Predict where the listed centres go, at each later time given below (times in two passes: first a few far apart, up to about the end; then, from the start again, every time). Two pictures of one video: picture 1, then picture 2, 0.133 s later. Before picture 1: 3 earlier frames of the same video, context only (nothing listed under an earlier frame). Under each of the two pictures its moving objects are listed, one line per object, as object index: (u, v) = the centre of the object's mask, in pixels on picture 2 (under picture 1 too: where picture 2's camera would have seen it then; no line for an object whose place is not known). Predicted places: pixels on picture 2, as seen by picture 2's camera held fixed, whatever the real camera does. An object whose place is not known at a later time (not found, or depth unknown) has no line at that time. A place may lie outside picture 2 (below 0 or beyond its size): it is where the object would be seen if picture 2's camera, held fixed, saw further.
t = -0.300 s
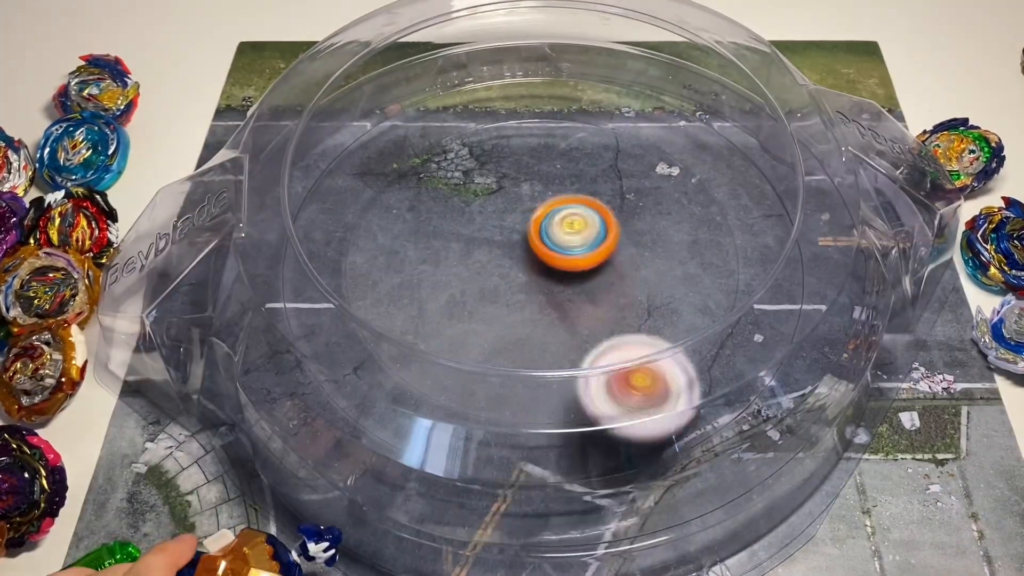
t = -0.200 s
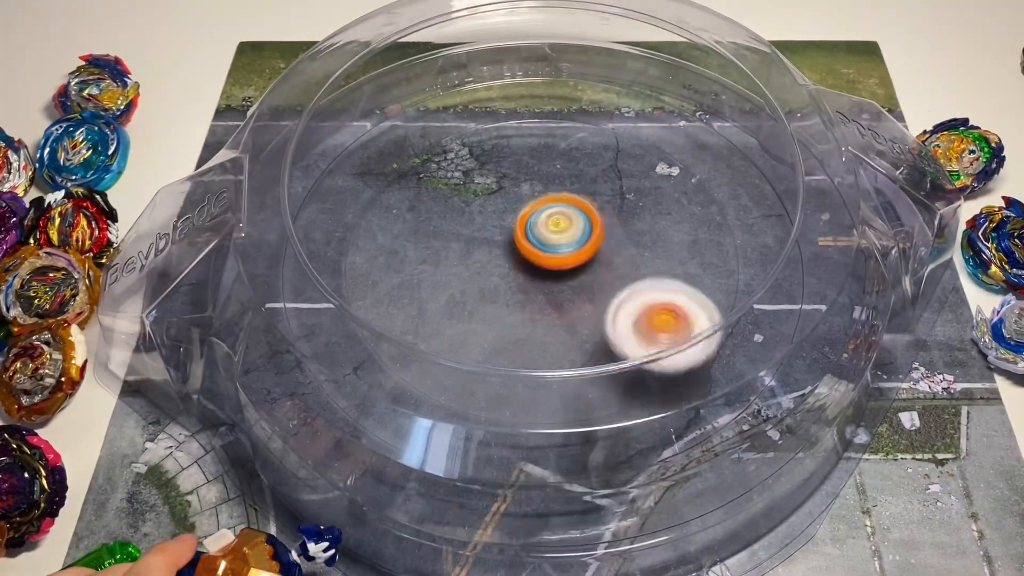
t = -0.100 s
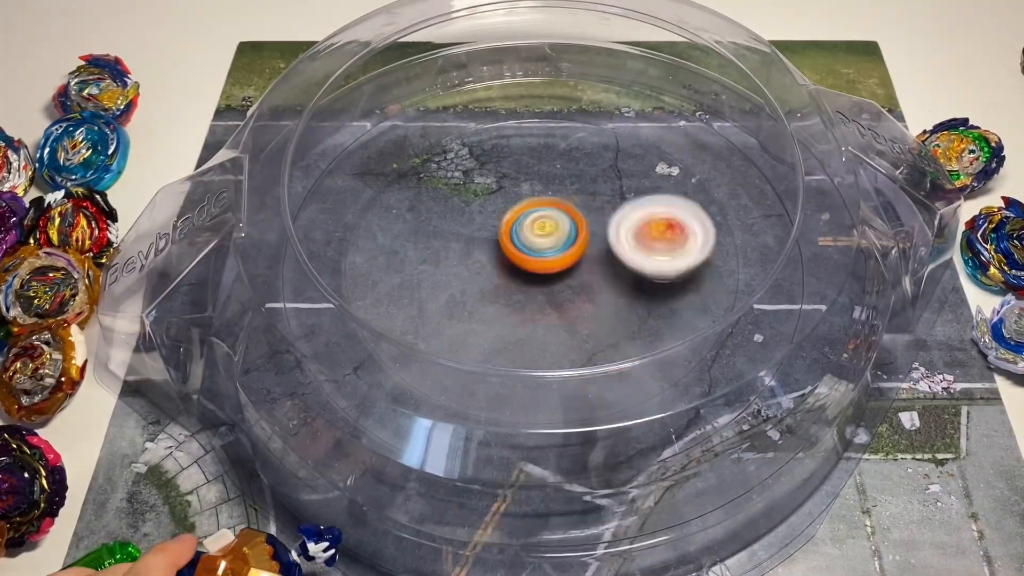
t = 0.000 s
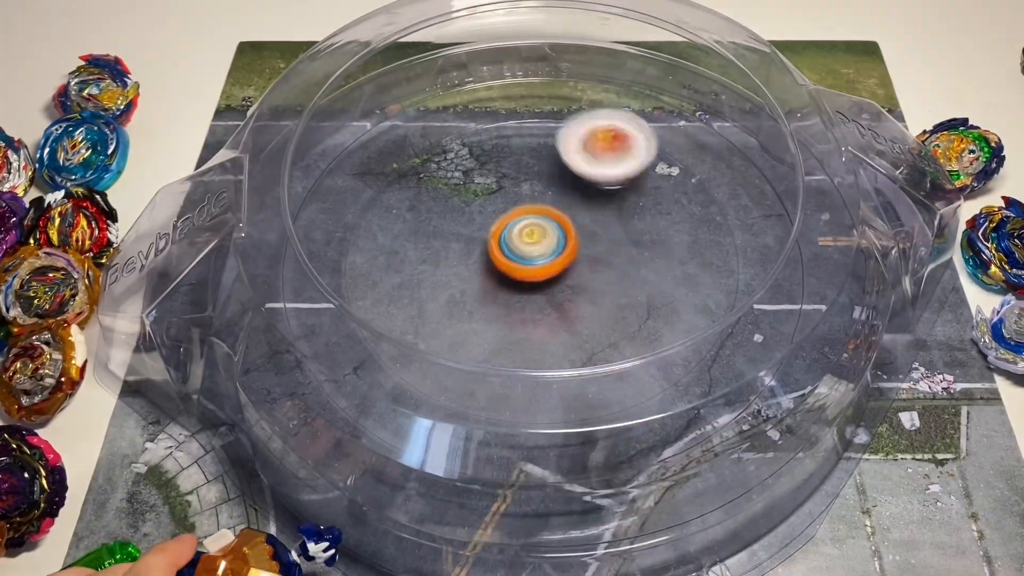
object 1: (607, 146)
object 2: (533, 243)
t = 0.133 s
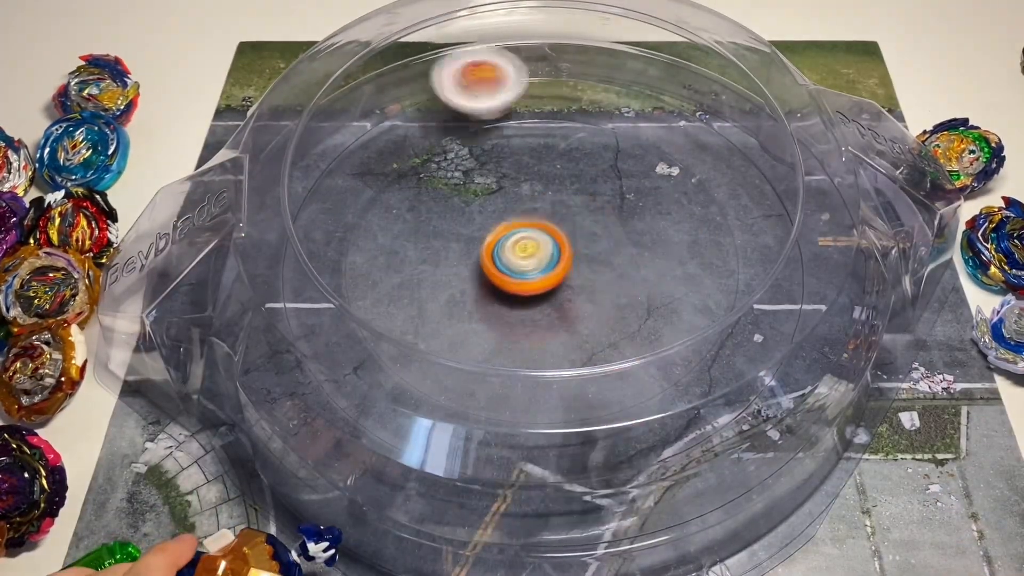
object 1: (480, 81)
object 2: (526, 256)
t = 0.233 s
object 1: (391, 79)
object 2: (527, 266)
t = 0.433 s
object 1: (299, 179)
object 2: (540, 278)
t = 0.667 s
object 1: (377, 346)
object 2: (559, 275)
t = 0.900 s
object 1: (588, 444)
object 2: (560, 261)
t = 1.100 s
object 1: (771, 340)
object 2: (544, 256)
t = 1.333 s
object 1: (762, 154)
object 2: (528, 264)
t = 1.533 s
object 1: (599, 68)
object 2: (526, 273)
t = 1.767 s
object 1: (374, 105)
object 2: (536, 275)
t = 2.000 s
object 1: (302, 321)
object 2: (539, 265)
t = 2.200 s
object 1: (636, 435)
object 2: (530, 259)
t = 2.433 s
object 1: (708, 105)
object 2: (521, 260)
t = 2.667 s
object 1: (329, 144)
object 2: (520, 262)
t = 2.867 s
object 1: (432, 427)
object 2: (525, 262)
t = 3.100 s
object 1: (794, 206)
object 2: (531, 258)
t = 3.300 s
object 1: (517, 61)
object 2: (532, 251)
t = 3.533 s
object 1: (287, 262)
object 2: (527, 248)
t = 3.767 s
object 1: (679, 420)
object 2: (527, 251)
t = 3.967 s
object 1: (751, 138)
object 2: (535, 253)
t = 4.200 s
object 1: (431, 80)
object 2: (545, 249)
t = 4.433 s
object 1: (293, 280)
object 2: (546, 245)
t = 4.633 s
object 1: (519, 447)
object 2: (543, 246)
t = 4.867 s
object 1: (809, 263)
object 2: (545, 251)
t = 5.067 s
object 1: (657, 80)
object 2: (554, 254)
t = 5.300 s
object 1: (398, 96)
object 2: (558, 250)
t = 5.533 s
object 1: (297, 228)
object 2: (552, 252)
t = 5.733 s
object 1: (328, 333)
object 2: (551, 259)
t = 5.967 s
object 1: (430, 420)
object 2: (558, 262)
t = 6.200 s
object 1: (590, 442)
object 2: (557, 260)
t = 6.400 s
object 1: (713, 400)
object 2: (550, 261)
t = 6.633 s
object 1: (787, 314)
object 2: (545, 266)
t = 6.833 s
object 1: (788, 238)
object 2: (546, 269)
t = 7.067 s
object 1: (734, 159)
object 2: (546, 269)
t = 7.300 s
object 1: (623, 123)
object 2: (542, 265)
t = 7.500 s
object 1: (460, 171)
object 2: (537, 265)
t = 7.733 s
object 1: (415, 315)
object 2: (534, 265)
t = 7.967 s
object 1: (611, 354)
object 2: (533, 265)
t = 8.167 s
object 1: (687, 235)
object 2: (534, 263)
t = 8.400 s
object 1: (555, 136)
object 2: (535, 259)
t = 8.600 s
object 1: (418, 182)
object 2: (534, 255)
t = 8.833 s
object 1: (447, 317)
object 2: (533, 252)
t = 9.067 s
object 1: (636, 318)
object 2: (533, 252)
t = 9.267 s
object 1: (667, 203)
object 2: (536, 252)
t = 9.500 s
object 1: (528, 147)
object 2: (542, 253)
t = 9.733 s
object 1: (423, 246)
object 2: (546, 251)
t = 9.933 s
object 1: (517, 335)
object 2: (549, 250)
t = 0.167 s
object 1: (447, 76)
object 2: (526, 260)
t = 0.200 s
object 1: (416, 71)
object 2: (527, 263)
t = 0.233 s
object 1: (391, 79)
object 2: (527, 266)
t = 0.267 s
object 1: (367, 89)
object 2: (529, 269)
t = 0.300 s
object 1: (347, 104)
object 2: (530, 271)
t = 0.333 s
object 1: (325, 118)
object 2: (533, 274)
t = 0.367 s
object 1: (304, 134)
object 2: (535, 276)
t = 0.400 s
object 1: (299, 155)
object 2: (538, 277)
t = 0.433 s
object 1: (299, 179)
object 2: (540, 278)
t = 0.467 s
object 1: (303, 204)
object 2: (543, 279)
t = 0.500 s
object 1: (310, 227)
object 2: (546, 279)
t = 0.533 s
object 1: (317, 252)
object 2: (549, 279)
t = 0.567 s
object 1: (328, 277)
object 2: (552, 279)
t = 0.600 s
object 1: (341, 300)
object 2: (555, 278)
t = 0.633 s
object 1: (359, 324)
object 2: (557, 277)
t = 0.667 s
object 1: (377, 346)
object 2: (559, 275)
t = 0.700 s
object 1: (400, 367)
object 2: (561, 273)
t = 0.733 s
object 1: (424, 385)
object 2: (562, 272)
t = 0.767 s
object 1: (453, 405)
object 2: (563, 269)
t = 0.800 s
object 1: (484, 422)
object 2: (563, 268)
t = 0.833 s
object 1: (518, 433)
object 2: (562, 265)
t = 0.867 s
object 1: (552, 445)
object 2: (561, 263)
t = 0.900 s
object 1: (588, 444)
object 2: (560, 261)
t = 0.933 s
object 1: (625, 439)
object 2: (558, 260)
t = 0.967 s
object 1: (660, 425)
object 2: (556, 259)
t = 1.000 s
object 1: (693, 405)
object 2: (553, 258)
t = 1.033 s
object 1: (723, 385)
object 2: (550, 257)
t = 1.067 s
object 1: (749, 363)
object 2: (547, 256)
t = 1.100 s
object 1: (771, 340)
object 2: (544, 256)
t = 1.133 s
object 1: (784, 313)
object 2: (542, 256)
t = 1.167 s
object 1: (793, 285)
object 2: (539, 257)
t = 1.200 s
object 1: (796, 258)
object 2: (536, 258)
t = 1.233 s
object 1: (796, 231)
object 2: (533, 259)
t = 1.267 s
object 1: (790, 204)
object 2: (531, 261)
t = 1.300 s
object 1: (778, 179)
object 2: (529, 262)
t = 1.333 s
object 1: (762, 154)
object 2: (528, 264)
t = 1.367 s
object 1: (742, 133)
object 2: (526, 266)
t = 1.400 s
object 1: (719, 114)
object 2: (526, 267)
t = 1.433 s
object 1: (693, 96)
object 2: (525, 269)
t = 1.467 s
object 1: (664, 83)
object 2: (525, 270)
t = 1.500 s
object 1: (633, 74)
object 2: (525, 272)
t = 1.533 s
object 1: (599, 68)
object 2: (526, 273)
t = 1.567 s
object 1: (566, 64)
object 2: (527, 274)
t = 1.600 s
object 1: (533, 63)
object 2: (528, 275)
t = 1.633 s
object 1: (500, 64)
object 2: (530, 276)
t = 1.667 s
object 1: (467, 70)
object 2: (531, 276)
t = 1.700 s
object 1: (434, 77)
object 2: (533, 276)
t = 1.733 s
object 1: (403, 89)
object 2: (535, 276)
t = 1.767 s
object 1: (374, 105)
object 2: (536, 275)
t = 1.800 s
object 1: (349, 126)
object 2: (538, 274)
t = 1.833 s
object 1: (324, 150)
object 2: (539, 273)
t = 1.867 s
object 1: (304, 177)
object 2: (540, 271)
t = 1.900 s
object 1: (293, 208)
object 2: (540, 270)
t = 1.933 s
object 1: (286, 244)
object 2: (540, 268)
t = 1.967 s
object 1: (288, 282)
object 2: (540, 267)
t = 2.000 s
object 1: (302, 321)
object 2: (539, 265)
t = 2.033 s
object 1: (328, 359)
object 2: (539, 264)
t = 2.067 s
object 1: (365, 396)
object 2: (537, 262)
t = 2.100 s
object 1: (418, 425)
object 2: (536, 261)
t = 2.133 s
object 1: (486, 444)
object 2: (534, 260)
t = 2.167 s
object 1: (558, 447)
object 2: (532, 260)
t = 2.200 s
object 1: (636, 435)
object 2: (530, 259)
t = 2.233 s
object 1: (704, 402)
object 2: (528, 259)
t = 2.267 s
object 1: (759, 357)
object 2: (526, 259)
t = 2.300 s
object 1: (792, 302)
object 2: (525, 259)
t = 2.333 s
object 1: (798, 244)
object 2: (523, 259)
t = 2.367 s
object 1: (785, 189)
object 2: (522, 259)
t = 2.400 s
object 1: (754, 141)
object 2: (522, 260)
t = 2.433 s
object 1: (708, 105)
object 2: (521, 260)
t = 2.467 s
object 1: (654, 79)
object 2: (520, 260)
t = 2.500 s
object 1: (594, 64)
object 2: (520, 261)
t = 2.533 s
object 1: (533, 61)
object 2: (520, 261)
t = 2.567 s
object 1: (473, 70)
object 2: (520, 261)
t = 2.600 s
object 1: (417, 82)
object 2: (520, 261)
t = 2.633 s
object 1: (369, 110)
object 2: (520, 262)
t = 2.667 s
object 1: (329, 144)
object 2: (520, 262)
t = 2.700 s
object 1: (300, 188)
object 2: (521, 262)
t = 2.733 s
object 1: (289, 237)
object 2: (521, 262)
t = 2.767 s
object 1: (291, 290)
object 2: (523, 262)
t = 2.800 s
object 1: (317, 343)
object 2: (523, 263)
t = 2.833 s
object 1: (363, 390)
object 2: (524, 262)
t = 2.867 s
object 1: (432, 427)
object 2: (525, 262)
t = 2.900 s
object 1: (516, 444)
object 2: (526, 262)
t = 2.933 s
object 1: (603, 441)
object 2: (527, 261)
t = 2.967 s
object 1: (682, 414)
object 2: (528, 261)
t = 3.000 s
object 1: (746, 373)
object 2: (528, 260)
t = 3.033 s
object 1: (786, 319)
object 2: (529, 259)
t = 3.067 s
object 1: (799, 262)
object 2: (531, 258)
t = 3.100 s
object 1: (794, 206)
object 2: (531, 258)
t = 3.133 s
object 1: (768, 158)
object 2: (531, 256)
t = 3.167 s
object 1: (728, 119)
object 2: (532, 255)
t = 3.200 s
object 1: (682, 89)
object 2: (532, 254)
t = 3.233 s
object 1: (626, 72)
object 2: (531, 253)
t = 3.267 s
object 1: (573, 63)
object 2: (532, 252)
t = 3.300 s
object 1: (517, 61)
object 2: (532, 251)
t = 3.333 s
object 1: (463, 71)
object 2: (531, 250)
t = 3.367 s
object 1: (414, 84)
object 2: (530, 249)
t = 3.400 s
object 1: (372, 110)
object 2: (530, 249)
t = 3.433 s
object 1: (335, 139)
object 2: (529, 248)
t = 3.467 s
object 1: (309, 175)
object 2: (528, 248)
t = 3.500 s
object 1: (294, 217)
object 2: (528, 248)
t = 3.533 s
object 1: (287, 262)
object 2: (527, 248)
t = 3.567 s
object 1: (301, 311)
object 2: (526, 248)
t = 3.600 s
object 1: (328, 358)
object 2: (526, 248)
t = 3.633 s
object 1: (374, 399)
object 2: (526, 248)
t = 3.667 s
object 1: (442, 430)
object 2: (526, 249)
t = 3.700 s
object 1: (519, 446)
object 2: (525, 250)
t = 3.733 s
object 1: (600, 442)
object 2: (526, 251)
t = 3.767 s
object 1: (679, 420)
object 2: (527, 251)
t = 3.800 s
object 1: (739, 380)
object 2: (528, 252)
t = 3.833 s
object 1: (782, 333)
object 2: (529, 253)
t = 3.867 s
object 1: (801, 279)
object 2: (531, 253)
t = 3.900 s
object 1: (801, 225)
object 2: (532, 253)
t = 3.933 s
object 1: (783, 177)
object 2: (534, 254)
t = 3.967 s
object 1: (751, 138)
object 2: (535, 253)
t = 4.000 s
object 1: (711, 105)
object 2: (538, 253)
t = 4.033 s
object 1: (665, 83)
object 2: (539, 253)
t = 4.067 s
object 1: (616, 69)
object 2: (541, 252)
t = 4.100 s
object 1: (566, 64)
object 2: (542, 251)
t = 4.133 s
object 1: (518, 62)
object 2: (543, 250)
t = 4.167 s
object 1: (474, 69)
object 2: (544, 250)
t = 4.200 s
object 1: (431, 80)
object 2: (545, 249)
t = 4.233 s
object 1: (393, 97)
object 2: (545, 248)
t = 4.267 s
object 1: (363, 120)
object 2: (546, 248)
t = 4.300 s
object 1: (334, 145)
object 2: (546, 247)
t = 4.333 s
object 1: (311, 174)
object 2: (546, 247)
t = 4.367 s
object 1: (297, 205)
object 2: (546, 246)
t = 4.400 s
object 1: (291, 242)
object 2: (546, 245)
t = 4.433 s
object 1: (293, 280)
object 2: (546, 245)
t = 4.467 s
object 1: (308, 320)
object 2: (545, 245)
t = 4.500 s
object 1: (329, 357)
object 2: (545, 245)
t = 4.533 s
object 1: (365, 390)
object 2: (544, 244)
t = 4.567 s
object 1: (409, 417)
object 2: (544, 245)
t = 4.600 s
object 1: (462, 436)
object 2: (544, 245)
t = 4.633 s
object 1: (519, 447)
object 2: (543, 246)
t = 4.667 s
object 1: (579, 446)
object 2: (543, 246)
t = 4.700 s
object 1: (637, 435)
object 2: (543, 247)
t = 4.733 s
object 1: (691, 413)
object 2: (543, 247)
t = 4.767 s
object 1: (737, 385)
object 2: (544, 249)
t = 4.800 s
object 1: (773, 349)
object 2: (544, 250)
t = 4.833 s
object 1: (798, 308)
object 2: (544, 251)
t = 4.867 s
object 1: (809, 263)
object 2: (545, 251)
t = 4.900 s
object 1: (801, 223)
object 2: (546, 252)
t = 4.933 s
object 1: (785, 184)
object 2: (548, 253)
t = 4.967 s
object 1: (764, 148)
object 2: (549, 254)
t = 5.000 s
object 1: (732, 120)
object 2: (550, 254)
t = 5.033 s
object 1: (697, 95)
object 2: (552, 254)
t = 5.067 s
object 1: (657, 80)
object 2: (554, 254)
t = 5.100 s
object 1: (615, 69)
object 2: (556, 254)
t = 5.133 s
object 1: (576, 63)
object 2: (557, 253)
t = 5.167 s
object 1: (536, 62)
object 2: (558, 253)
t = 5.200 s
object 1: (497, 65)
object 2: (558, 252)
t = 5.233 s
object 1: (462, 71)
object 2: (558, 251)
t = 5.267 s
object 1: (428, 81)
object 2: (558, 251)
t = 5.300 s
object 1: (398, 96)
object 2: (558, 250)
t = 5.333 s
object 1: (372, 114)
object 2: (558, 250)
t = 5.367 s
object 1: (351, 133)
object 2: (557, 250)
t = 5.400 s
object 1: (330, 152)
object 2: (555, 250)
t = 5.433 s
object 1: (321, 162)
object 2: (555, 250)
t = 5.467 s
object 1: (309, 184)
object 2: (553, 250)
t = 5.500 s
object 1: (302, 206)
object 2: (553, 251)
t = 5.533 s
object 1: (297, 228)
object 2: (552, 252)
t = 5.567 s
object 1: (296, 248)
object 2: (551, 253)
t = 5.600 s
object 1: (298, 268)
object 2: (550, 255)
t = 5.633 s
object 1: (302, 286)
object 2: (550, 256)
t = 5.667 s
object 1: (311, 303)
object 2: (550, 257)
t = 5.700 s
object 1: (319, 319)
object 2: (550, 258)
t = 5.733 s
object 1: (328, 333)
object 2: (551, 259)
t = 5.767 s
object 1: (340, 347)
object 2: (553, 260)
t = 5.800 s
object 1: (352, 361)
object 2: (554, 261)
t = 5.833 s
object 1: (365, 374)
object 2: (555, 262)
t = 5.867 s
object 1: (381, 386)
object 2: (556, 262)
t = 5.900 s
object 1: (396, 397)
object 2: (557, 263)
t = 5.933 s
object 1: (413, 411)
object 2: (557, 262)
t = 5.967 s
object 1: (430, 420)
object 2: (558, 262)
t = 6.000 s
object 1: (449, 430)
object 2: (559, 262)
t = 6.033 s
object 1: (468, 439)
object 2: (559, 261)
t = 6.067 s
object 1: (490, 444)
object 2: (559, 261)
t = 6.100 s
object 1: (515, 446)
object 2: (559, 261)
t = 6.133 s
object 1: (541, 446)
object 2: (559, 260)
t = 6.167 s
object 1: (566, 445)
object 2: (558, 260)
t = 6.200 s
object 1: (590, 442)
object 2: (557, 260)
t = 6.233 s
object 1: (613, 438)
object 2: (556, 259)
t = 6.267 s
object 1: (636, 435)
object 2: (555, 259)
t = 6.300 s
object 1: (656, 428)
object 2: (554, 259)
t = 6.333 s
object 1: (677, 418)
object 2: (552, 259)
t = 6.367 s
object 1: (696, 409)
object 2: (551, 260)
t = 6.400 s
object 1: (713, 400)
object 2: (550, 261)
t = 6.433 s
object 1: (729, 389)
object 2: (549, 261)
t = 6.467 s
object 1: (743, 376)
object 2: (548, 262)
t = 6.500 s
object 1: (755, 365)
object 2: (547, 263)
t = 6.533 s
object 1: (765, 353)
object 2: (546, 264)
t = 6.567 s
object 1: (773, 341)
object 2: (545, 265)
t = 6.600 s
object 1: (780, 327)
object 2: (545, 266)
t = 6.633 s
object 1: (787, 314)
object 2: (545, 266)
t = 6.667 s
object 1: (791, 302)
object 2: (545, 267)
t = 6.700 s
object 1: (793, 289)
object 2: (545, 267)
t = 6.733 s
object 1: (792, 276)
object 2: (545, 268)
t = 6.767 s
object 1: (794, 263)
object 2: (545, 268)
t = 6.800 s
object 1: (792, 250)
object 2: (546, 269)
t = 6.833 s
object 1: (788, 238)
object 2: (546, 269)
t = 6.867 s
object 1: (783, 225)
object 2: (546, 269)
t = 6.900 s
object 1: (778, 213)
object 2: (546, 269)
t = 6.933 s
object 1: (771, 202)
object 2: (546, 269)
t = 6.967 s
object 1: (764, 190)
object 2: (546, 269)
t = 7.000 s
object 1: (755, 179)
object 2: (546, 269)
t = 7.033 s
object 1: (744, 169)
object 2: (546, 269)
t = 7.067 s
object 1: (734, 159)
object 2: (546, 269)
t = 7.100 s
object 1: (723, 151)
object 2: (546, 268)
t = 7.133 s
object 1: (711, 143)
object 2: (545, 268)
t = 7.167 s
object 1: (699, 135)
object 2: (545, 267)
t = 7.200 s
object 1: (684, 129)
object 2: (544, 267)
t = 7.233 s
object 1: (668, 124)
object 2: (544, 266)
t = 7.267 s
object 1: (648, 122)
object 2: (543, 266)
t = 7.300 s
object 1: (623, 123)
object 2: (542, 265)
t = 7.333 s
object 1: (598, 125)
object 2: (542, 265)
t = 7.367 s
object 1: (569, 130)
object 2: (541, 265)
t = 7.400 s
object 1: (542, 136)
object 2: (540, 265)
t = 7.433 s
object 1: (513, 145)
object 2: (539, 265)
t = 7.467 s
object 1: (486, 158)
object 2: (538, 264)
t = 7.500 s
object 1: (460, 171)
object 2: (537, 265)
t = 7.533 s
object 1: (438, 189)
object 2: (537, 265)
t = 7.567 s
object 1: (419, 207)
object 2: (536, 265)
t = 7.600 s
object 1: (406, 228)
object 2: (536, 265)
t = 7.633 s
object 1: (398, 249)
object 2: (535, 265)
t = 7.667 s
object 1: (398, 272)
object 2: (535, 265)
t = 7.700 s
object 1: (404, 293)
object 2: (534, 265)
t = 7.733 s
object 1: (415, 315)
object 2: (534, 265)
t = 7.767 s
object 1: (434, 334)
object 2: (534, 265)
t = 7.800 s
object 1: (457, 349)
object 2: (533, 265)
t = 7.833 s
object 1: (485, 360)
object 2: (533, 265)
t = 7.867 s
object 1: (516, 366)
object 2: (533, 265)
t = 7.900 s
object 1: (549, 368)
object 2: (533, 265)
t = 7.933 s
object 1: (580, 364)
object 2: (533, 265)
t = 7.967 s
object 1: (611, 354)
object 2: (533, 265)
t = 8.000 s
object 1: (638, 342)
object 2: (533, 265)
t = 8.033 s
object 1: (659, 324)
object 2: (533, 265)
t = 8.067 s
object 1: (675, 302)
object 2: (533, 264)
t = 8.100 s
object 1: (685, 281)
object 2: (534, 264)
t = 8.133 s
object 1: (688, 259)
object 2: (534, 264)
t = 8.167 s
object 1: (687, 235)
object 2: (534, 263)
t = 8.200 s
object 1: (680, 213)
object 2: (534, 263)
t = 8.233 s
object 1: (667, 193)
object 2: (535, 262)
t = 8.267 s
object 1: (650, 175)
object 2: (535, 262)
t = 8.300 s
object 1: (630, 160)
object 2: (535, 261)
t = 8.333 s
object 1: (606, 149)
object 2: (535, 261)
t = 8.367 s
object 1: (581, 141)
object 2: (535, 260)
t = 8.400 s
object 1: (555, 136)
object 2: (535, 259)
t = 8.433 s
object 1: (529, 135)
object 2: (535, 258)
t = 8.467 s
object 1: (502, 138)
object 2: (535, 258)
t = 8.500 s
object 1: (476, 145)
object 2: (535, 257)
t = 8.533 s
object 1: (454, 154)
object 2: (534, 256)
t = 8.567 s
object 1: (434, 167)
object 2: (534, 256)
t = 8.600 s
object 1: (418, 182)
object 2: (534, 255)
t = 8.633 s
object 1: (406, 201)
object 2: (534, 255)
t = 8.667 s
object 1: (398, 220)
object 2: (534, 254)
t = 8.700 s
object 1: (396, 241)
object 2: (534, 253)
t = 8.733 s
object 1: (400, 262)
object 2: (533, 253)
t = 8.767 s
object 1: (410, 284)
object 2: (533, 253)
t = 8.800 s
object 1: (426, 302)
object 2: (533, 252)
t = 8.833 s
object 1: (447, 317)
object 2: (533, 252)
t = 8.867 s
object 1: (470, 334)
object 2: (532, 252)
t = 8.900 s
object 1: (497, 342)
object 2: (532, 252)
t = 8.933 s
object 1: (526, 346)
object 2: (533, 252)
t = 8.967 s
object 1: (555, 346)
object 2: (533, 252)
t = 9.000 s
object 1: (585, 341)
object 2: (533, 252)
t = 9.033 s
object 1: (611, 331)
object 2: (533, 252)
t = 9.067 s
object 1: (636, 318)
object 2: (533, 252)
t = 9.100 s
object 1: (654, 301)
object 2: (534, 252)
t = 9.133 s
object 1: (667, 282)
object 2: (534, 252)
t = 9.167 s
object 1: (675, 262)
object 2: (534, 252)
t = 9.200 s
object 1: (678, 242)
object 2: (535, 252)
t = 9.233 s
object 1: (675, 222)
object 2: (535, 252)
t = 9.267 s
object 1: (667, 203)
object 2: (536, 252)
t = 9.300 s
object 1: (655, 186)
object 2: (536, 253)
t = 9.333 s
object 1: (638, 172)
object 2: (537, 253)
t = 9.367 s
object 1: (620, 160)
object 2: (538, 253)
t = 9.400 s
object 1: (598, 152)
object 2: (539, 253)
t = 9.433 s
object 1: (576, 147)
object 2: (540, 253)
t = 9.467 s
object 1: (552, 145)
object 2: (541, 253)
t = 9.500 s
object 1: (528, 147)
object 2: (542, 253)
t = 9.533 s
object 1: (505, 152)
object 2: (543, 252)
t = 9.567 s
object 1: (483, 161)
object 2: (543, 252)
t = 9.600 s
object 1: (464, 173)
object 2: (544, 252)
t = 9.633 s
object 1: (448, 188)
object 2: (545, 252)
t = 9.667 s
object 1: (435, 206)
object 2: (545, 252)
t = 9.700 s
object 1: (427, 225)
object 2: (546, 252)
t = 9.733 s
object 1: (423, 246)
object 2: (546, 251)
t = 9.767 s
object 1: (426, 266)
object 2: (547, 251)
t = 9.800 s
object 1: (434, 286)
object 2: (547, 251)
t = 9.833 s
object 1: (448, 305)
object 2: (548, 251)
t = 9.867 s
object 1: (467, 319)
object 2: (549, 251)
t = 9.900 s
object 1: (491, 329)
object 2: (549, 250)
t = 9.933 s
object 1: (517, 335)
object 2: (549, 250)
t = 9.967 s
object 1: (545, 337)
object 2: (549, 250)
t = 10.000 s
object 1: (572, 337)
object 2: (549, 250)
